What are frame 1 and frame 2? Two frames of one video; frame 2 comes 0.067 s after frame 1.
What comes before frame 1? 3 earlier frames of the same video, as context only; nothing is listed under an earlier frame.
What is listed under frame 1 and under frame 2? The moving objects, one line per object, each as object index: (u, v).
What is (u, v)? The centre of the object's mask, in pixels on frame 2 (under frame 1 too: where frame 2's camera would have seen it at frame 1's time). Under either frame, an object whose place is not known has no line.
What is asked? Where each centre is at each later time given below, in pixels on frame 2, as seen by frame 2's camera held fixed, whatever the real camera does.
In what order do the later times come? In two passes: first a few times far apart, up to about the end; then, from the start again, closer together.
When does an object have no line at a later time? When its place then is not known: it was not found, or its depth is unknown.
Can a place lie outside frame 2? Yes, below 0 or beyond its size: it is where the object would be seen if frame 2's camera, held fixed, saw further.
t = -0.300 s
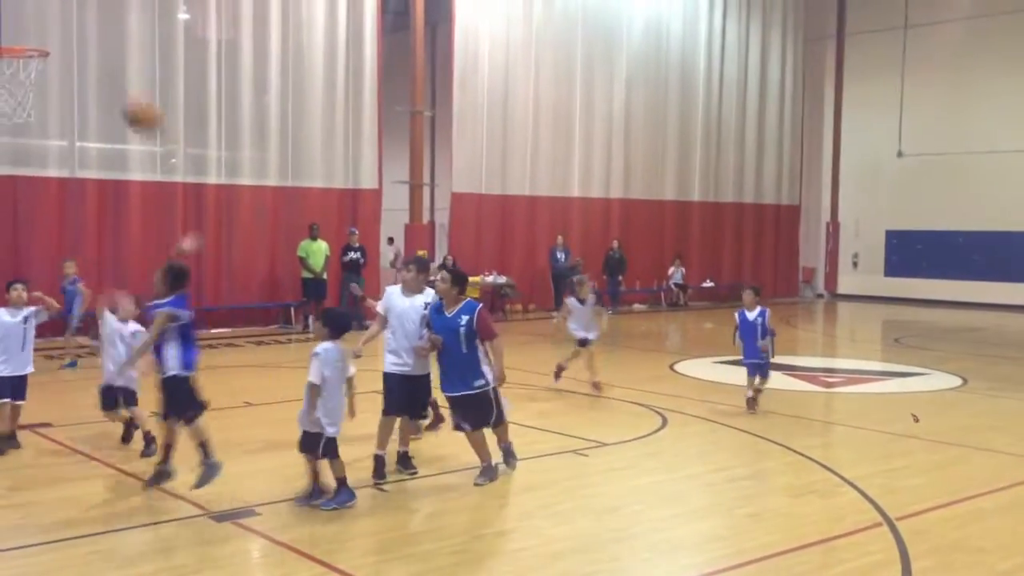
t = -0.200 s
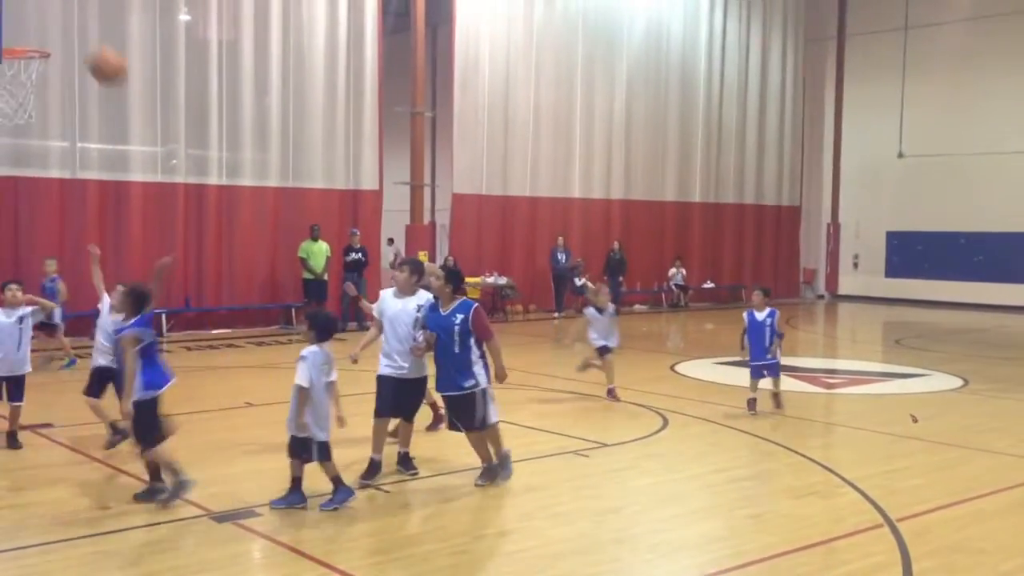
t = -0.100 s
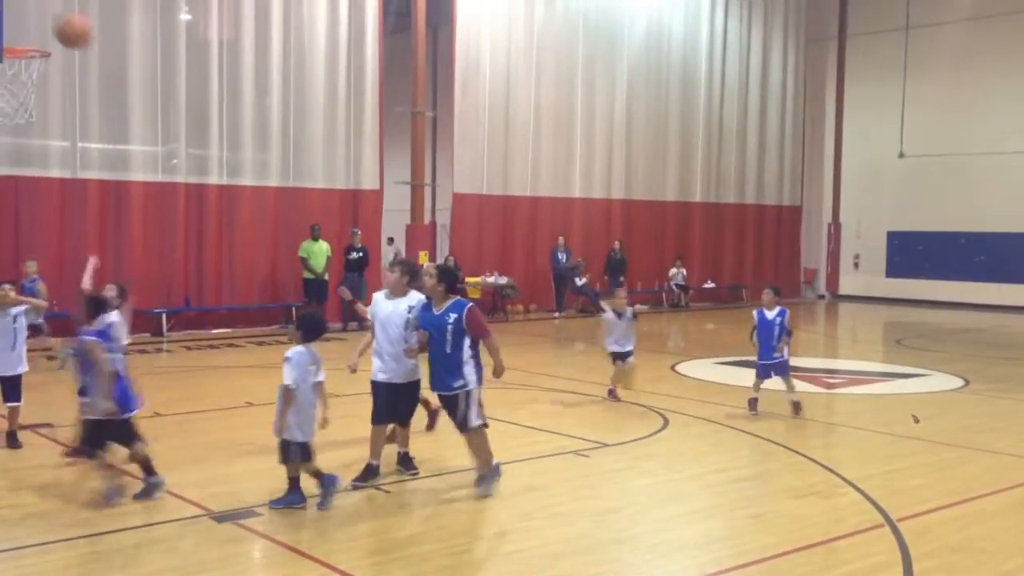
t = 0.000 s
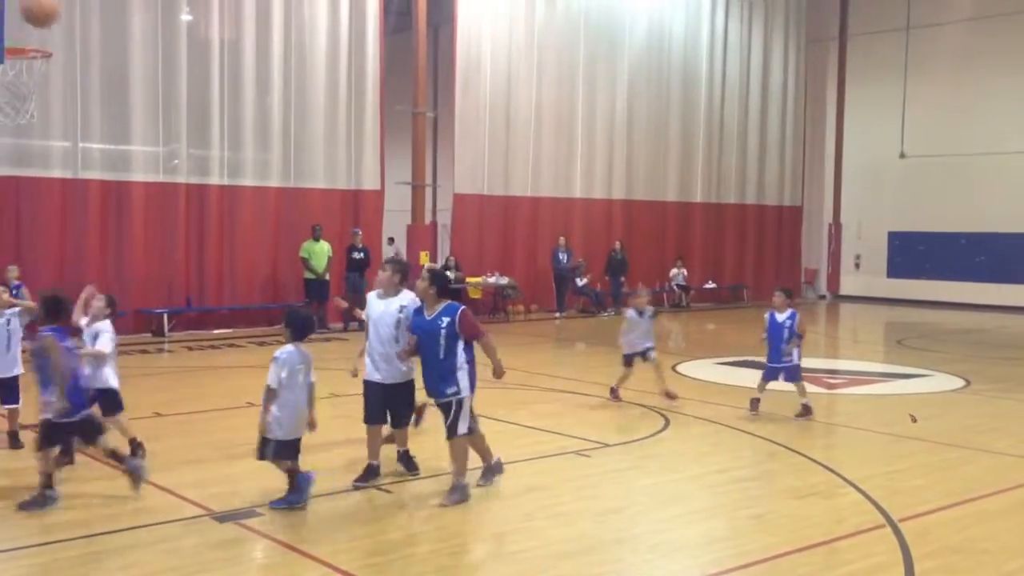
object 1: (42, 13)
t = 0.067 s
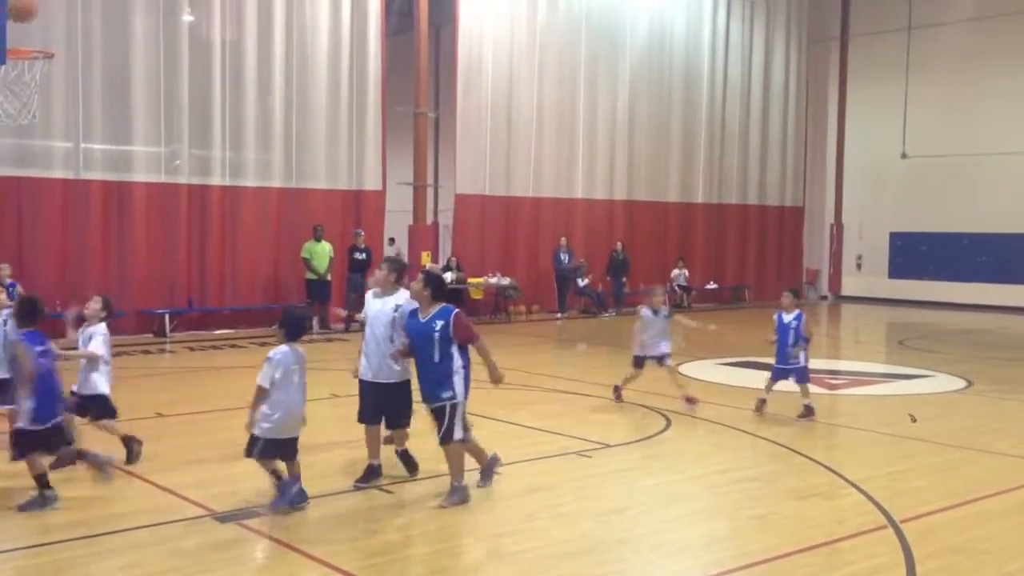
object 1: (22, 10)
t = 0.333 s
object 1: (11, 38)
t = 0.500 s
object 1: (42, 37)
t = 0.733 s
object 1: (94, 65)
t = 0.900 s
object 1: (130, 128)
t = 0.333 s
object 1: (11, 38)
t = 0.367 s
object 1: (15, 37)
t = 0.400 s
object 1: (20, 35)
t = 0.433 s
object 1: (25, 37)
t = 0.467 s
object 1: (34, 38)
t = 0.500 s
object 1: (42, 37)
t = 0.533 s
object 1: (49, 37)
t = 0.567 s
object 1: (56, 38)
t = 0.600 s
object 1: (64, 41)
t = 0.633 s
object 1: (72, 44)
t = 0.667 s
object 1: (78, 50)
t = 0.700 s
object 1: (86, 56)
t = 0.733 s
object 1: (94, 65)
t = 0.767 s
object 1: (101, 72)
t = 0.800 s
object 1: (108, 87)
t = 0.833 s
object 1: (116, 99)
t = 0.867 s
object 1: (123, 112)
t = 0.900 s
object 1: (130, 128)
